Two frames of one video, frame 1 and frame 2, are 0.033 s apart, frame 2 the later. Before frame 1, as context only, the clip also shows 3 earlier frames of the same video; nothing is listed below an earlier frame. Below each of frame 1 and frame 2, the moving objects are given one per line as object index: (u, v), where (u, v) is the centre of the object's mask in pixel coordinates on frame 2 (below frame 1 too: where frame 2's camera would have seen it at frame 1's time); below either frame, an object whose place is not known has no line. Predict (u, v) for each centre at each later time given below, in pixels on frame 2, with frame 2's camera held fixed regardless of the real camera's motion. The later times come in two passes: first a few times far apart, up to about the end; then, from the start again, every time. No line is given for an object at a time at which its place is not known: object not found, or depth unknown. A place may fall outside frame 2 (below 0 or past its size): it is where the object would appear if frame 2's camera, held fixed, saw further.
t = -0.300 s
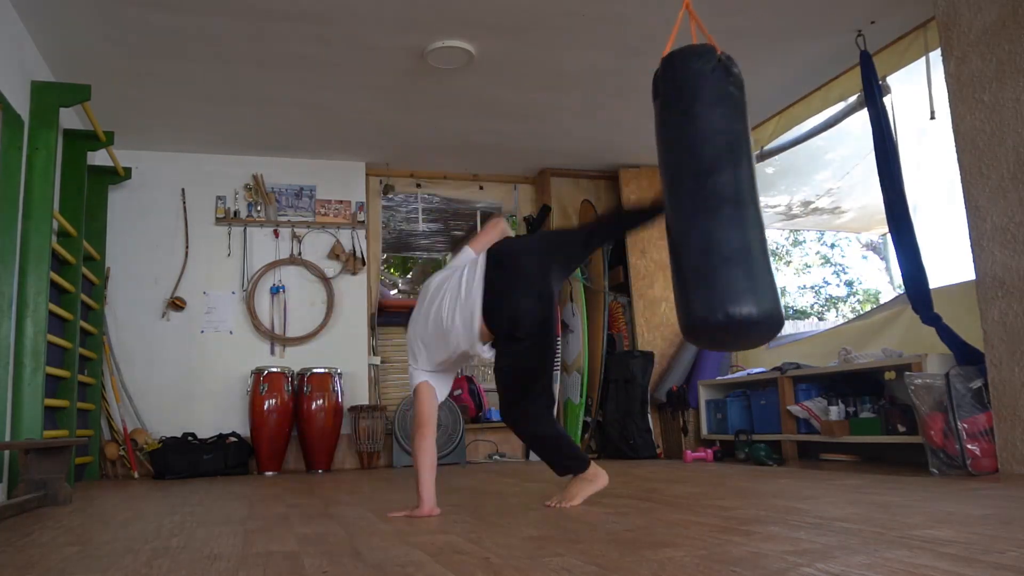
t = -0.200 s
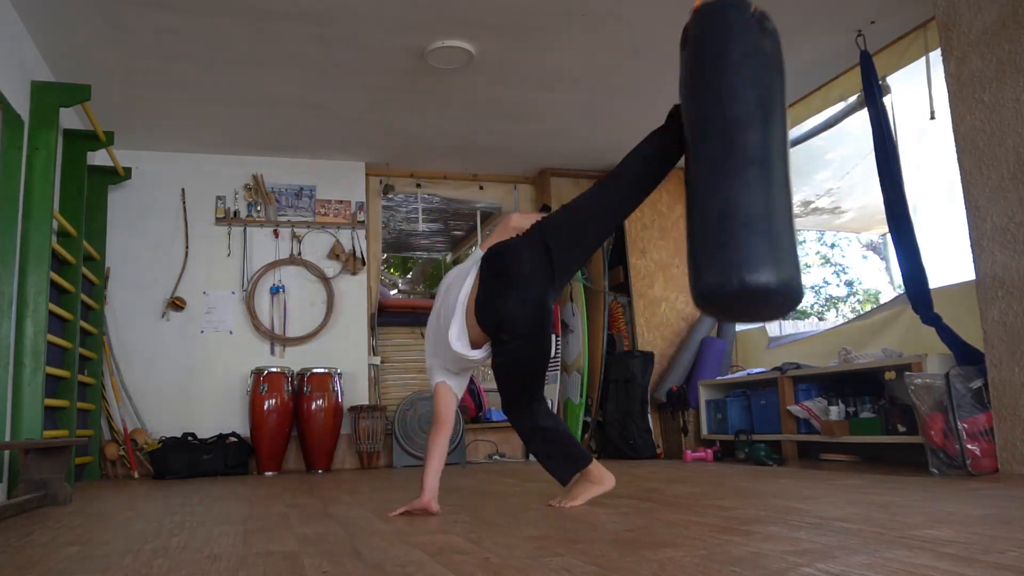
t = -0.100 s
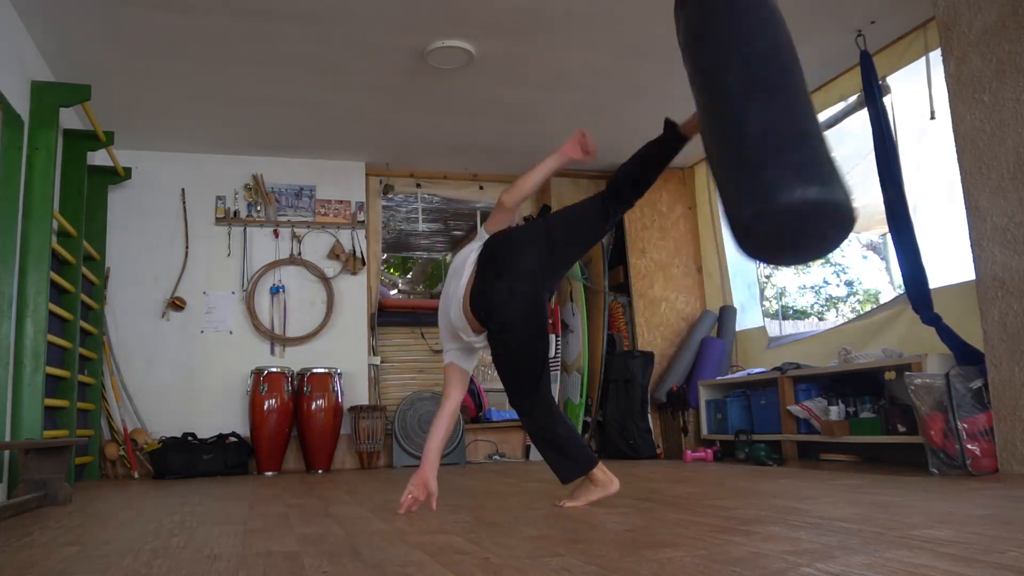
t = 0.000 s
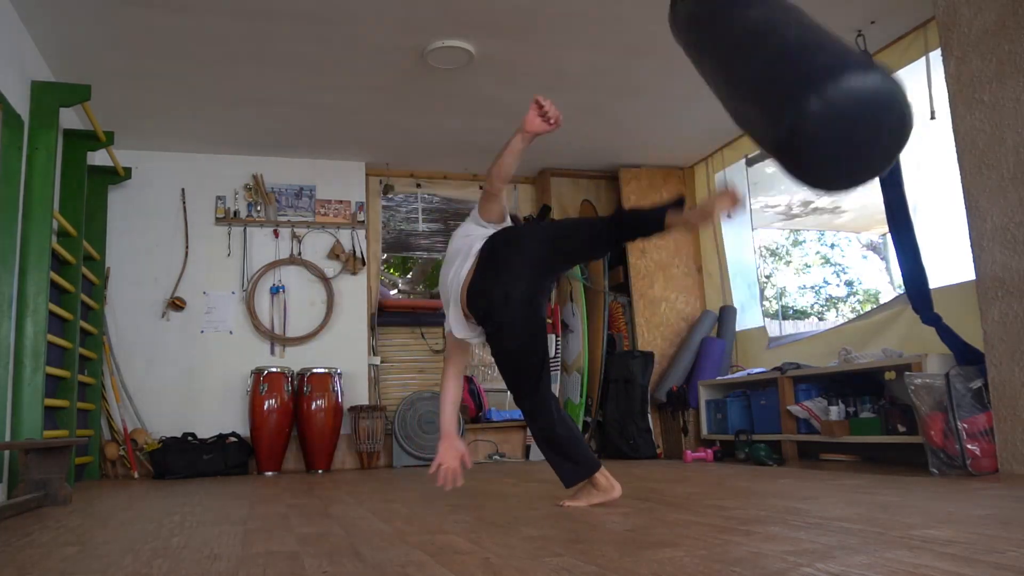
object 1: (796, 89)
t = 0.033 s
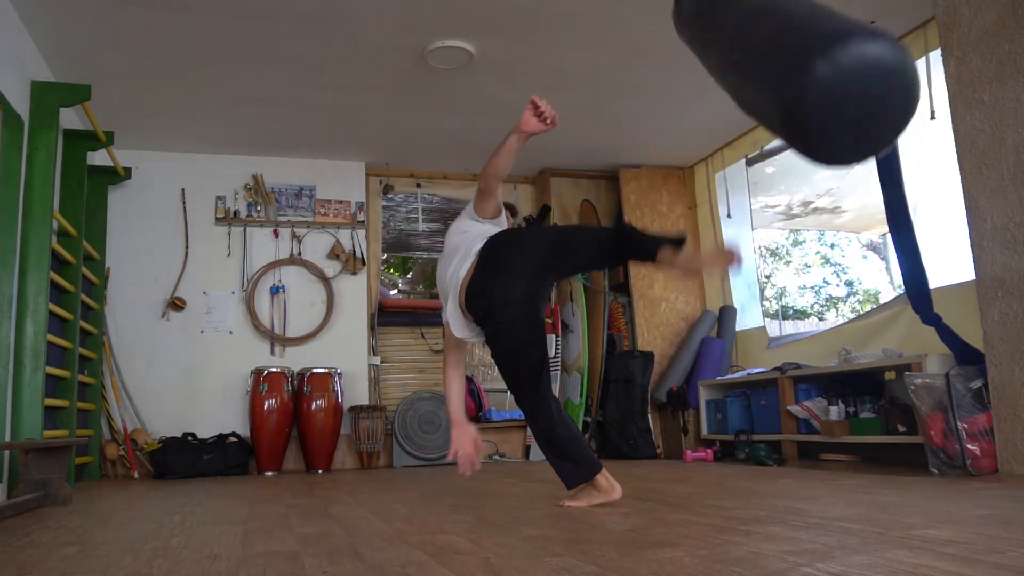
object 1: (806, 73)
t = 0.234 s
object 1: (831, 34)
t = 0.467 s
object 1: (839, 88)
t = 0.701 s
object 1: (775, 181)
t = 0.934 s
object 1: (720, 222)
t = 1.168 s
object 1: (677, 209)
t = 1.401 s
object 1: (657, 183)
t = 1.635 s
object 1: (642, 181)
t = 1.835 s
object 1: (653, 199)
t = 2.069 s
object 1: (674, 226)
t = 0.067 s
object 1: (813, 60)
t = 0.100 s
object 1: (819, 48)
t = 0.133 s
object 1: (822, 42)
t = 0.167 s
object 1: (824, 38)
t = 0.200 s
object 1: (828, 34)
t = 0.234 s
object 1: (831, 34)
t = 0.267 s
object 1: (835, 36)
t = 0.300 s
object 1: (840, 41)
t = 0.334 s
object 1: (844, 47)
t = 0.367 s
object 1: (847, 55)
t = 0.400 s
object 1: (847, 67)
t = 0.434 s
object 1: (844, 78)
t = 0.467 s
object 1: (839, 88)
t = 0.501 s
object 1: (830, 103)
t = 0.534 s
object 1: (821, 112)
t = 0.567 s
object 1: (811, 122)
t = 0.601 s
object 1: (800, 137)
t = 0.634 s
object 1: (792, 150)
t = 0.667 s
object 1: (785, 163)
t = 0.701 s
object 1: (775, 181)
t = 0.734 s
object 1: (768, 192)
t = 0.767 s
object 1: (762, 201)
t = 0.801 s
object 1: (753, 209)
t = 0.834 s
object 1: (745, 213)
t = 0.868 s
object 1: (738, 216)
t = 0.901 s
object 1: (728, 221)
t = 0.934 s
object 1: (720, 222)
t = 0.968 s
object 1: (713, 223)
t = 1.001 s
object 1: (702, 222)
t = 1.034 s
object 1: (696, 219)
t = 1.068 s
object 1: (690, 218)
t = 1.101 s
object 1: (684, 215)
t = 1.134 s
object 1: (680, 212)
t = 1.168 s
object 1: (677, 209)
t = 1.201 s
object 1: (674, 205)
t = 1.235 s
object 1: (672, 200)
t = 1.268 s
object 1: (670, 196)
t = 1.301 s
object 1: (666, 191)
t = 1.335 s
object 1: (664, 188)
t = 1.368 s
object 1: (661, 185)
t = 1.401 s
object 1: (657, 183)
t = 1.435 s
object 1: (653, 182)
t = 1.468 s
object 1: (650, 181)
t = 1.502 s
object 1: (647, 180)
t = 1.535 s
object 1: (645, 179)
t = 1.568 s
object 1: (643, 179)
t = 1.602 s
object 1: (643, 180)
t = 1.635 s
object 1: (642, 181)
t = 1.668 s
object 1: (643, 183)
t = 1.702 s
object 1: (644, 186)
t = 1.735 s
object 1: (646, 189)
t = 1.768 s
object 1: (649, 193)
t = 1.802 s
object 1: (651, 196)
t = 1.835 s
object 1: (653, 199)
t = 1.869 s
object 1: (657, 204)
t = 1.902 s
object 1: (659, 207)
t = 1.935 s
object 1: (661, 212)
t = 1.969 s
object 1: (664, 216)
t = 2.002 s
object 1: (666, 221)
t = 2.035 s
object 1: (669, 223)
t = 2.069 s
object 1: (674, 226)
